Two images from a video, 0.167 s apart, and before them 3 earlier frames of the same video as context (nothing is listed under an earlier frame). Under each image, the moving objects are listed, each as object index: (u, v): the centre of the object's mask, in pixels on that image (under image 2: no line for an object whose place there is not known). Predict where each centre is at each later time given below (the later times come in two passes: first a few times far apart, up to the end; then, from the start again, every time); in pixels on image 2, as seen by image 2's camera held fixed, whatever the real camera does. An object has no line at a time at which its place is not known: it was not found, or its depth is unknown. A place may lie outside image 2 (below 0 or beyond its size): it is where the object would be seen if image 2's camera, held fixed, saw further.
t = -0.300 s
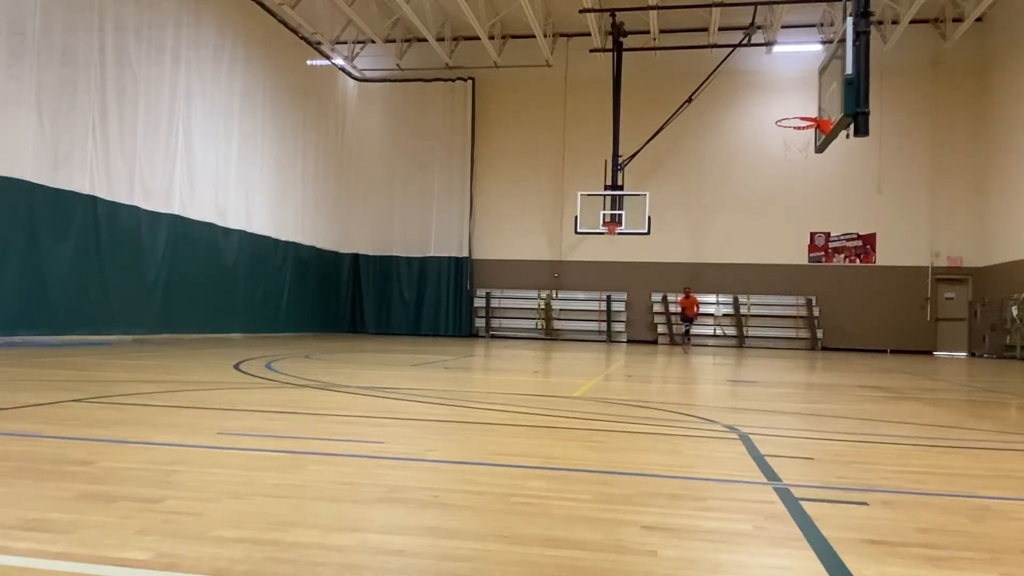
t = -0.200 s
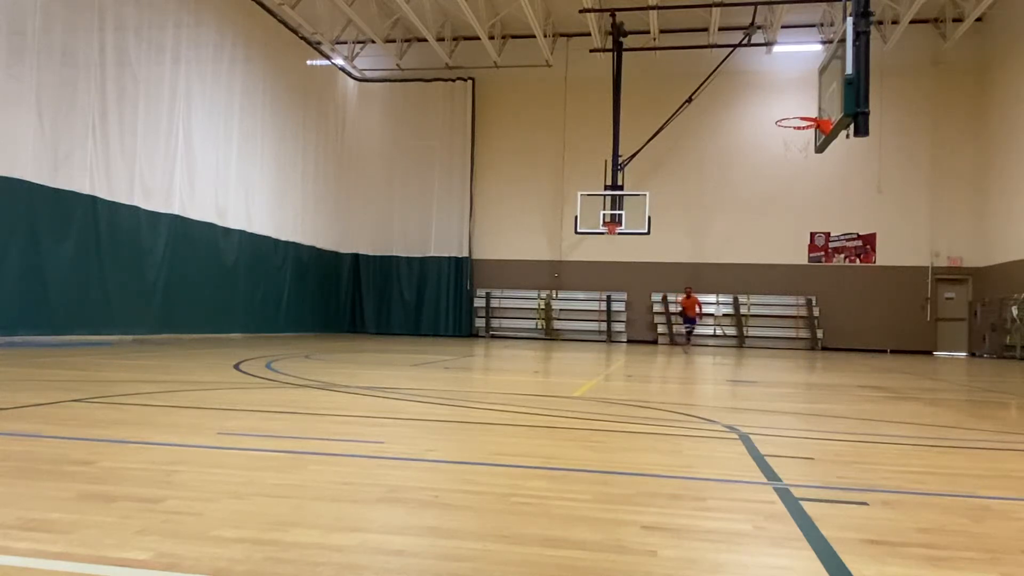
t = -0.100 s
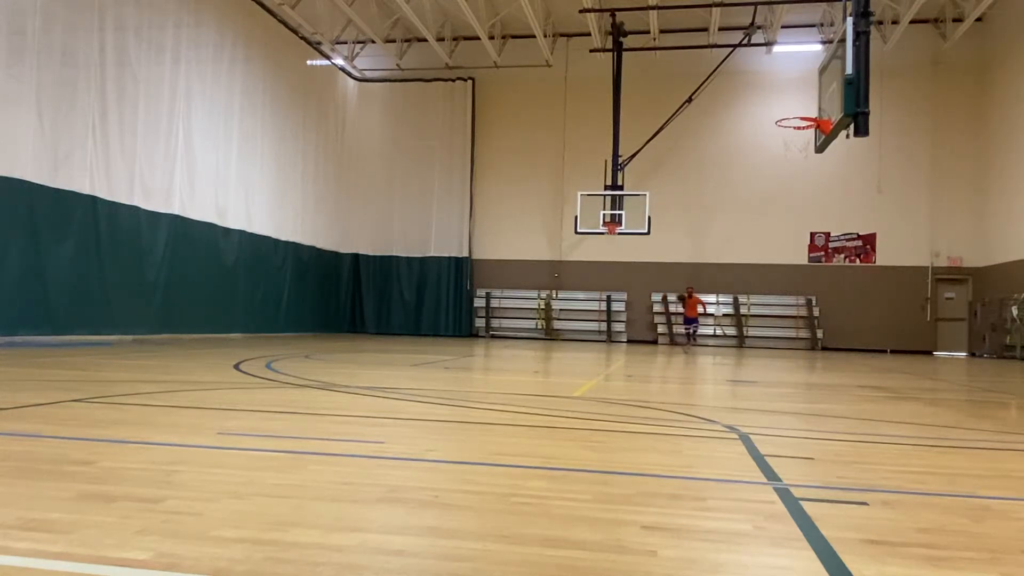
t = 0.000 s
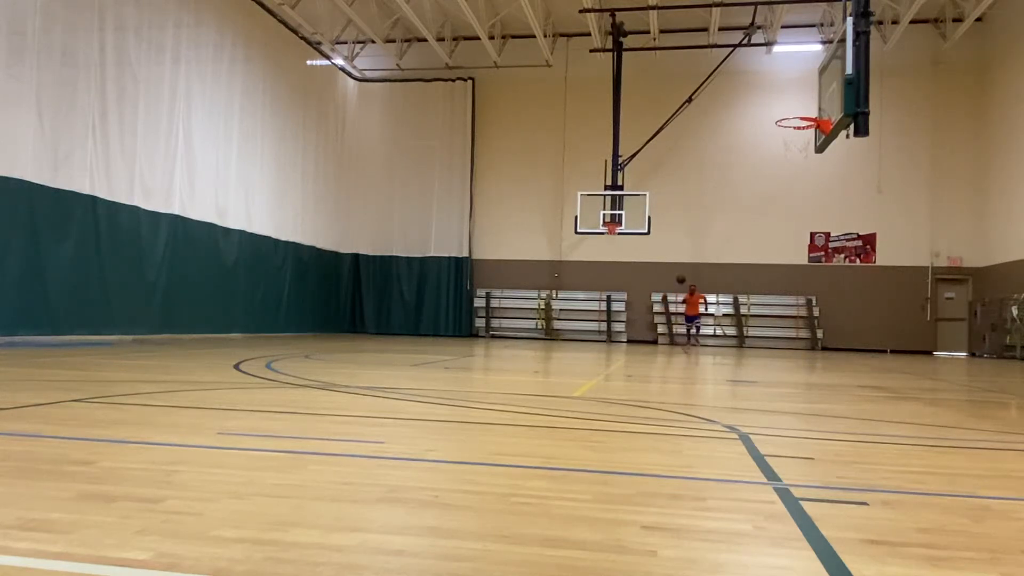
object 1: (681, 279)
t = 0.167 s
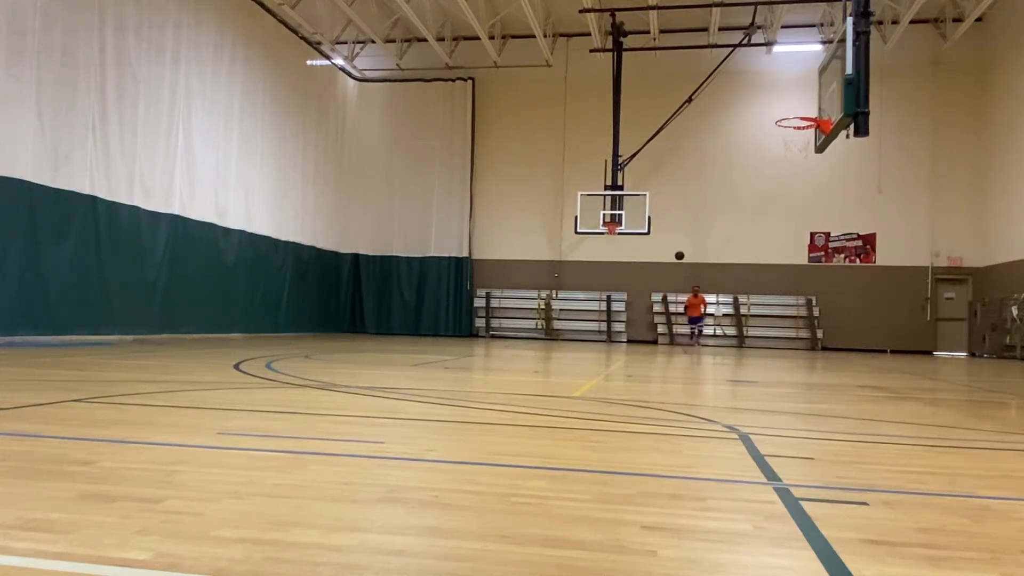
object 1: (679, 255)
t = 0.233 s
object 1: (679, 249)
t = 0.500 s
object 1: (676, 238)
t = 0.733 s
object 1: (671, 253)
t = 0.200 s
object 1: (679, 252)
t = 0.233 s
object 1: (679, 249)
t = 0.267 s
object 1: (678, 246)
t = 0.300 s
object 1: (678, 244)
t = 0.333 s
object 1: (678, 242)
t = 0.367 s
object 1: (677, 240)
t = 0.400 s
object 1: (677, 239)
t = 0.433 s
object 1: (677, 238)
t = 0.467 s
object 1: (676, 238)
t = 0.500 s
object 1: (676, 238)
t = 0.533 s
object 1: (675, 239)
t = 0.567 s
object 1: (674, 240)
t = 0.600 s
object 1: (674, 242)
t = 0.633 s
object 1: (673, 244)
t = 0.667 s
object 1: (673, 246)
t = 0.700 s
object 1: (672, 250)
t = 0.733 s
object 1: (671, 253)
